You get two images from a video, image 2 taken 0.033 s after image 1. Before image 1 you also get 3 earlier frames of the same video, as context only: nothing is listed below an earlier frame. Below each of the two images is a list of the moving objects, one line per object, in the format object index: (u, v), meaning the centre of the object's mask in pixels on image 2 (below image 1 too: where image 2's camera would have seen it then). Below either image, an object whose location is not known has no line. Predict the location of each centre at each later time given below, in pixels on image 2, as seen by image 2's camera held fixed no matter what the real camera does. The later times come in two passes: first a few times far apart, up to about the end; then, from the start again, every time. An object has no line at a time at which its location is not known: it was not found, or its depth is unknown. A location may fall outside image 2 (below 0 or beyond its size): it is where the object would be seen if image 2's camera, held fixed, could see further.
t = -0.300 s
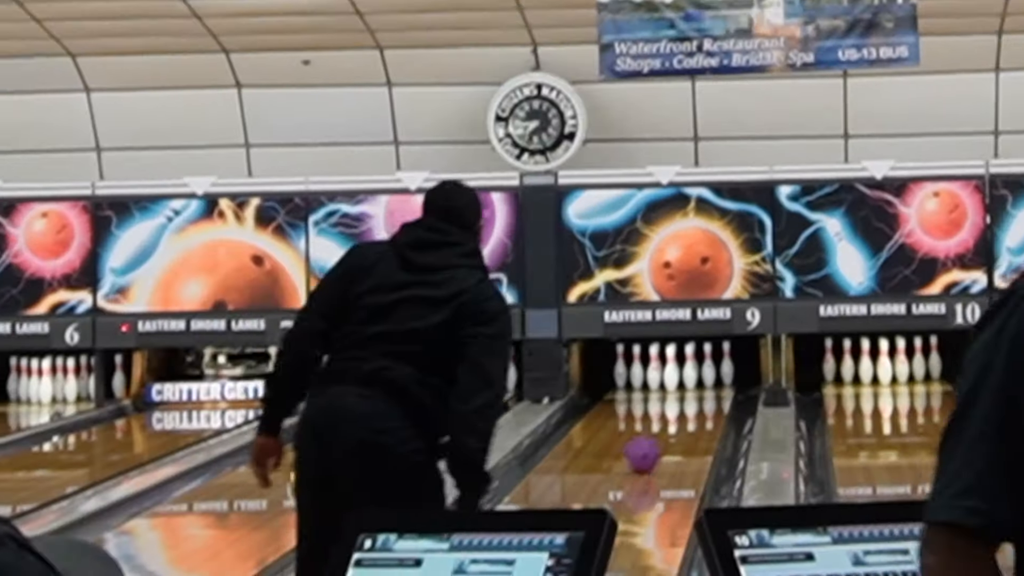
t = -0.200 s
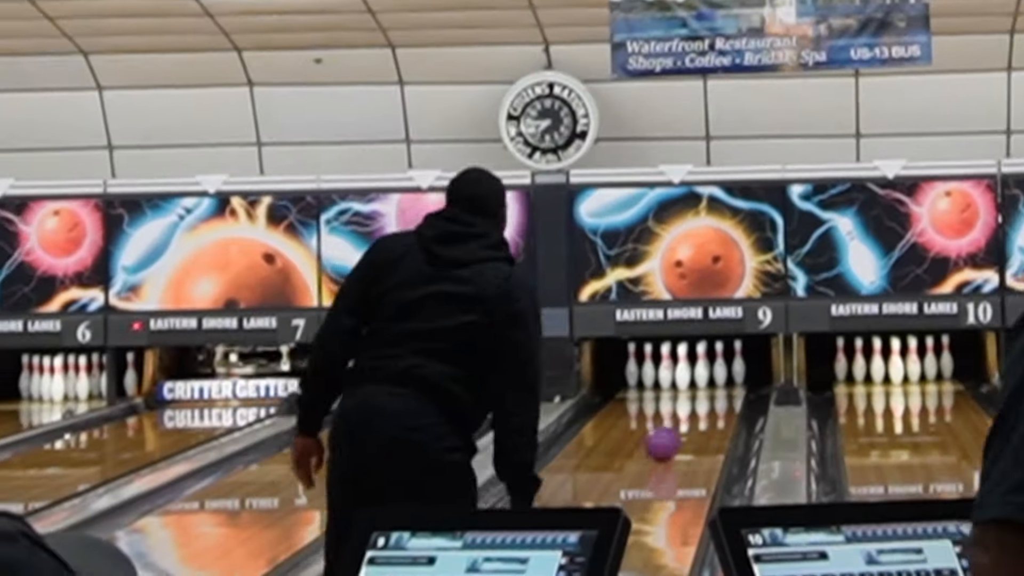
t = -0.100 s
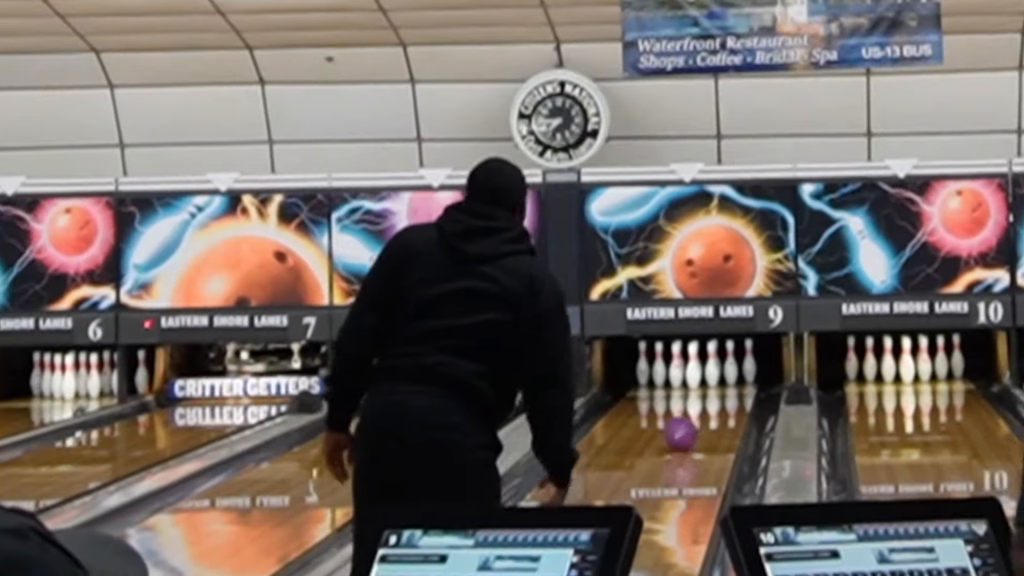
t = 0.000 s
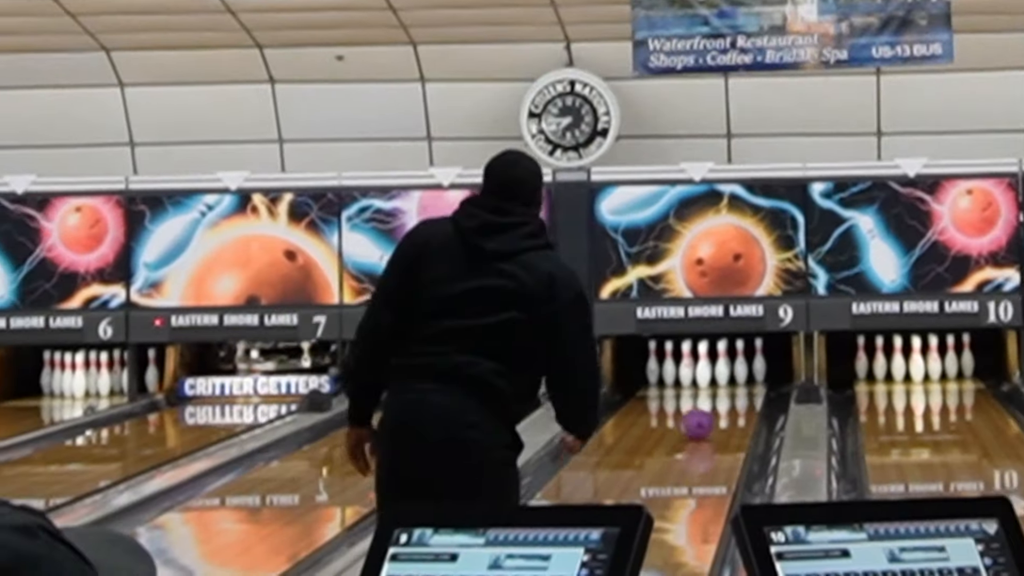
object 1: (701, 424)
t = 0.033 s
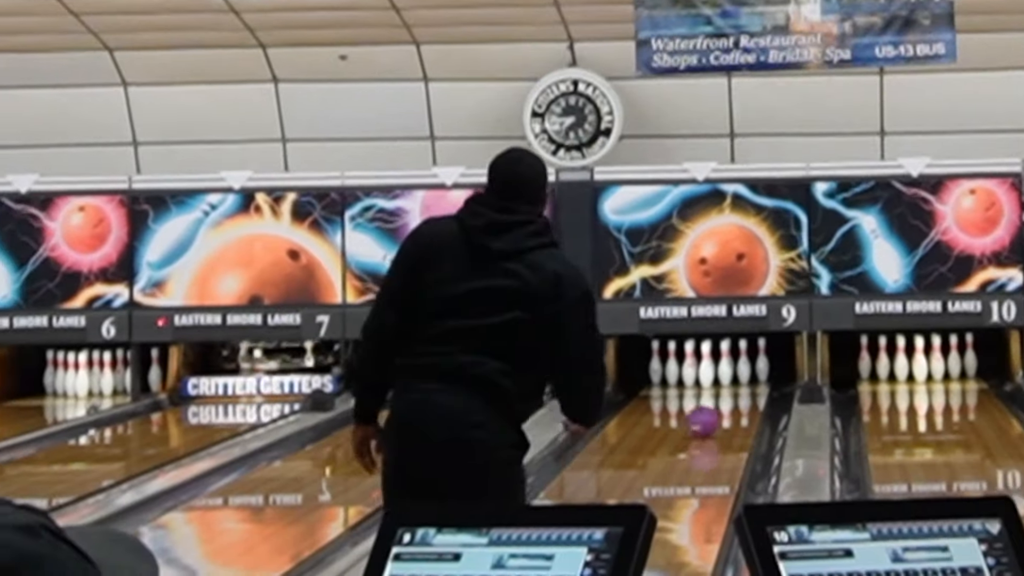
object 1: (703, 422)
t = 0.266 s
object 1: (713, 405)
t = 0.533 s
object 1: (719, 391)
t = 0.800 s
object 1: (709, 381)
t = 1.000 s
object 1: (697, 374)
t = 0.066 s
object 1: (705, 419)
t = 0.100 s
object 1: (706, 417)
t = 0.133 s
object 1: (708, 414)
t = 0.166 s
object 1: (709, 412)
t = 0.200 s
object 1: (710, 410)
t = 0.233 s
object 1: (713, 407)
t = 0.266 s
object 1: (713, 405)
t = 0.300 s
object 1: (715, 403)
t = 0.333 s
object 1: (716, 401)
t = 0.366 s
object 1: (717, 399)
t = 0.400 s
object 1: (718, 397)
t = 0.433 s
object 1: (719, 395)
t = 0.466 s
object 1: (719, 394)
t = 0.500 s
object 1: (719, 392)
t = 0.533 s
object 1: (719, 391)
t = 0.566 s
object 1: (718, 389)
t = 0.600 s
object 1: (717, 388)
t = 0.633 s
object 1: (716, 386)
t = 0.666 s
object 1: (714, 385)
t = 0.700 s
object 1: (713, 384)
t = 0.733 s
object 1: (711, 383)
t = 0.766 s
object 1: (710, 382)
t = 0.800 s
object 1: (709, 381)
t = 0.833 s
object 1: (707, 378)
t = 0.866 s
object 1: (705, 377)
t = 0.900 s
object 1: (702, 375)
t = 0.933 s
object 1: (700, 374)
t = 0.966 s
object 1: (699, 375)
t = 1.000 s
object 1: (697, 374)
